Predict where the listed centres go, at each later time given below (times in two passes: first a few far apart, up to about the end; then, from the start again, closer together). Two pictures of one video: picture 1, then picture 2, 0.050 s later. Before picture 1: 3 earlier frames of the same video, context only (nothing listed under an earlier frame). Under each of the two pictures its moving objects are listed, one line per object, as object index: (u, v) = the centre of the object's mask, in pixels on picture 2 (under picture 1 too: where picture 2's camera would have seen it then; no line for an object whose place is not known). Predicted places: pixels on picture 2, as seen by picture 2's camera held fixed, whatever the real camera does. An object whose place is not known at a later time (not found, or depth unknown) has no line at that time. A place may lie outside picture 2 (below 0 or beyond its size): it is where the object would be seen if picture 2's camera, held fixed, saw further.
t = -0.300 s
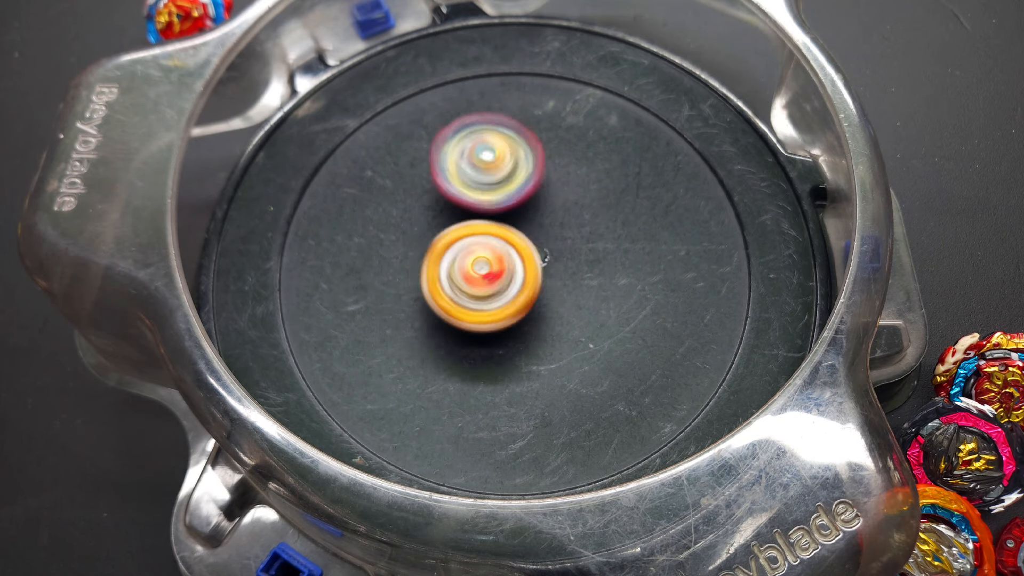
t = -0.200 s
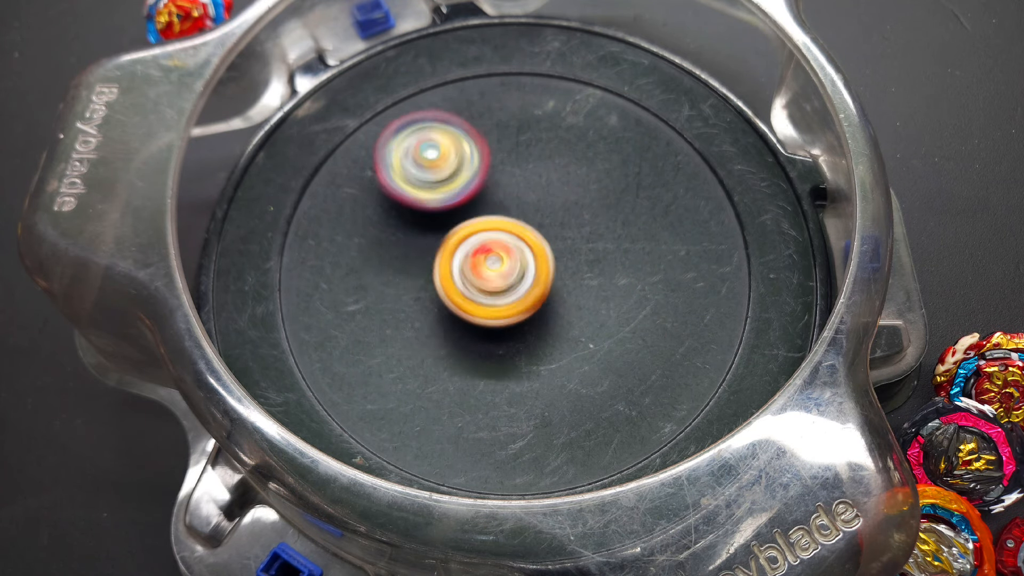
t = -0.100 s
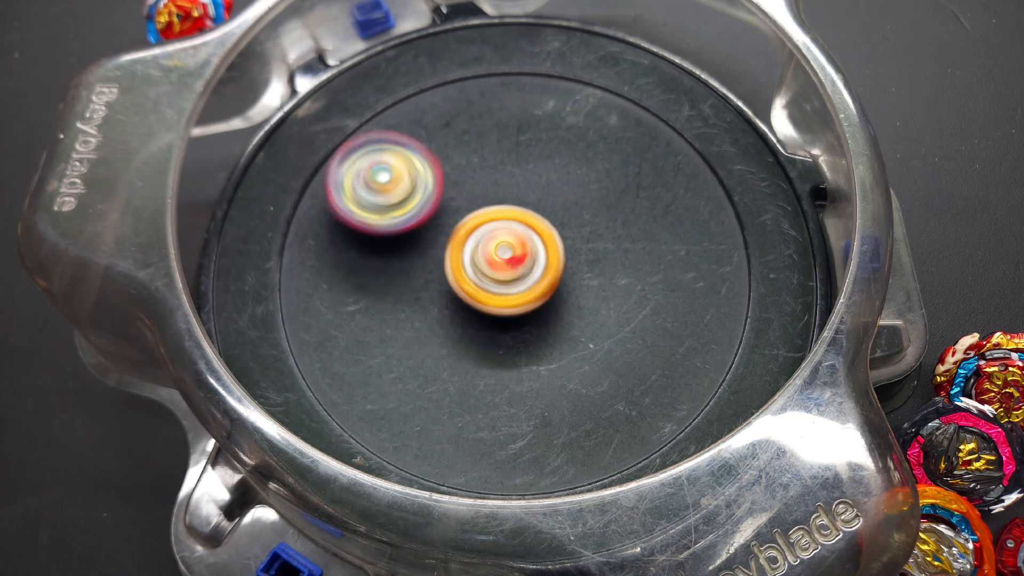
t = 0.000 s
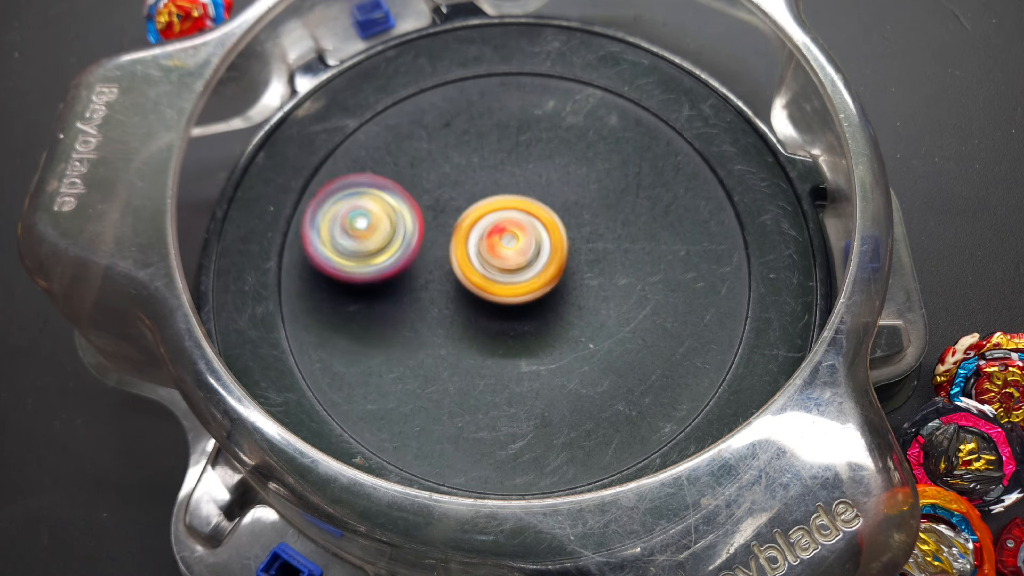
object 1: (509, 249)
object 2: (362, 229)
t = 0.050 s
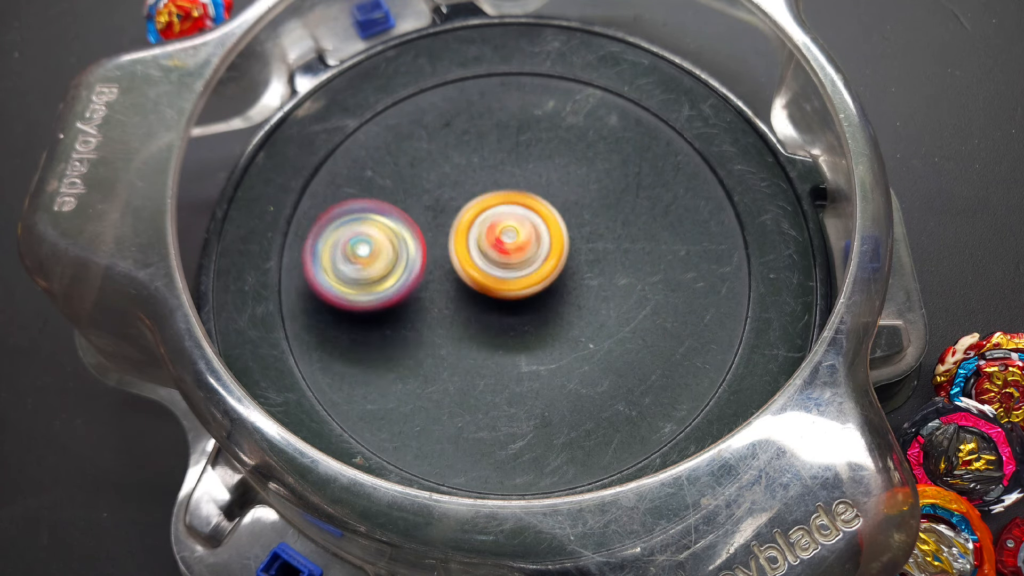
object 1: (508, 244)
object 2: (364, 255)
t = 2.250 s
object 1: (443, 207)
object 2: (674, 403)
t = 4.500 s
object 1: (594, 270)
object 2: (465, 357)
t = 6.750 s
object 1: (486, 368)
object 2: (473, 198)
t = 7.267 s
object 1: (464, 343)
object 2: (582, 219)
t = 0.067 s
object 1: (508, 243)
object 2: (367, 264)
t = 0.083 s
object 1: (508, 241)
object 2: (370, 273)
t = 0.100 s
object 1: (507, 240)
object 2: (375, 281)
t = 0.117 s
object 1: (507, 239)
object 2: (380, 289)
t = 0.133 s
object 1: (506, 238)
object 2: (386, 297)
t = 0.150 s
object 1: (505, 237)
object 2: (393, 304)
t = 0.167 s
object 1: (504, 236)
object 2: (401, 310)
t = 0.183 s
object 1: (503, 236)
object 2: (410, 316)
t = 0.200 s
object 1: (502, 236)
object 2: (419, 322)
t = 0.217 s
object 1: (501, 235)
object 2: (429, 325)
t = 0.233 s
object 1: (501, 235)
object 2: (439, 329)
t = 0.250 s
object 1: (500, 235)
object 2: (449, 332)
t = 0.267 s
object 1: (499, 234)
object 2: (460, 333)
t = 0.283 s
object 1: (499, 234)
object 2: (470, 335)
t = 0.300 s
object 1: (499, 232)
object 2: (479, 340)
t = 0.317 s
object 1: (500, 231)
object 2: (487, 343)
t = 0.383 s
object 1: (502, 230)
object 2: (527, 346)
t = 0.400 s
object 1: (502, 231)
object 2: (538, 345)
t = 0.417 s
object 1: (502, 231)
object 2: (548, 342)
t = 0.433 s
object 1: (502, 233)
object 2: (558, 339)
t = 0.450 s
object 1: (501, 233)
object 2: (568, 335)
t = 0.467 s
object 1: (501, 235)
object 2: (576, 331)
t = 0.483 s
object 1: (501, 236)
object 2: (585, 326)
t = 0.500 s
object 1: (501, 237)
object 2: (593, 319)
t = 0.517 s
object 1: (501, 239)
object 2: (600, 313)
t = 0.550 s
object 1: (500, 242)
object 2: (613, 299)
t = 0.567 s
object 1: (501, 244)
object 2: (618, 293)
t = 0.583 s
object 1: (501, 246)
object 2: (623, 285)
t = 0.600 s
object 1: (502, 247)
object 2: (627, 276)
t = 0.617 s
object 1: (503, 249)
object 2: (629, 269)
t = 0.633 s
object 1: (505, 251)
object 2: (632, 261)
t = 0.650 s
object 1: (506, 253)
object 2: (633, 253)
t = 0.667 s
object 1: (507, 254)
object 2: (633, 245)
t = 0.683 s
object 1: (509, 255)
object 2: (632, 237)
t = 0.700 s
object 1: (510, 257)
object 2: (630, 229)
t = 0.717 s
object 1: (512, 258)
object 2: (628, 222)
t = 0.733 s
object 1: (513, 260)
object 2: (626, 215)
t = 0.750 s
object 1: (511, 262)
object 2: (627, 208)
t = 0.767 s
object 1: (509, 264)
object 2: (628, 200)
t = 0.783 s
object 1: (509, 265)
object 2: (627, 193)
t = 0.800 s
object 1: (508, 266)
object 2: (624, 188)
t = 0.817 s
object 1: (509, 267)
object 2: (621, 183)
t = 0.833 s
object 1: (510, 268)
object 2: (616, 177)
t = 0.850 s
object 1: (511, 269)
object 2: (611, 173)
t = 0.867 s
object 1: (513, 269)
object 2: (606, 168)
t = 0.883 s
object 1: (514, 270)
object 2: (599, 164)
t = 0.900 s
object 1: (516, 270)
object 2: (593, 161)
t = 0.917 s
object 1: (518, 270)
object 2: (585, 158)
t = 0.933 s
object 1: (521, 270)
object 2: (577, 155)
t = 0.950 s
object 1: (523, 270)
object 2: (570, 154)
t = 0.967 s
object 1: (524, 270)
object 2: (562, 152)
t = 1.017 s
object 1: (530, 269)
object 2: (536, 154)
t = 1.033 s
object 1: (531, 268)
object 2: (528, 156)
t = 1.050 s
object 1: (533, 267)
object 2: (520, 158)
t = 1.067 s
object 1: (534, 269)
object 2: (513, 156)
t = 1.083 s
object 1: (536, 272)
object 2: (506, 153)
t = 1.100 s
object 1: (537, 276)
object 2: (497, 150)
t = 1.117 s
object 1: (539, 278)
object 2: (489, 149)
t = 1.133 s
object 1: (540, 279)
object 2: (480, 148)
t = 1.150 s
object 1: (542, 279)
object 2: (473, 149)
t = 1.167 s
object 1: (542, 279)
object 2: (466, 150)
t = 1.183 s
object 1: (543, 278)
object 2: (458, 152)
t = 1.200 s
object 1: (544, 277)
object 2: (450, 155)
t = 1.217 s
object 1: (544, 276)
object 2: (443, 158)
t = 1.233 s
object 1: (544, 275)
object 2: (436, 163)
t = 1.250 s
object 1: (544, 273)
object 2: (431, 168)
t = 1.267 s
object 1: (543, 272)
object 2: (425, 174)
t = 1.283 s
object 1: (543, 270)
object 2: (420, 180)
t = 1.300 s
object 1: (542, 269)
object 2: (417, 187)
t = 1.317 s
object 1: (541, 267)
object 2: (413, 194)
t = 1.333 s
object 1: (540, 266)
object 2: (410, 202)
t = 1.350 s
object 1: (539, 265)
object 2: (409, 209)
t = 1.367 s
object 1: (537, 264)
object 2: (408, 217)
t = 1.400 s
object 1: (534, 263)
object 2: (409, 233)
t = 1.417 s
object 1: (532, 262)
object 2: (410, 241)
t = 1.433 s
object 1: (530, 262)
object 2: (411, 249)
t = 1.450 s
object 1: (535, 262)
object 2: (405, 255)
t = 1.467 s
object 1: (540, 262)
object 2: (399, 260)
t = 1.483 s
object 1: (543, 263)
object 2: (394, 264)
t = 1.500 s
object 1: (545, 263)
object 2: (390, 270)
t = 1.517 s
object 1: (546, 264)
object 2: (389, 276)
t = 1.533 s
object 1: (546, 264)
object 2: (387, 284)
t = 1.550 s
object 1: (546, 263)
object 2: (388, 292)
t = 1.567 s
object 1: (545, 263)
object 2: (389, 299)
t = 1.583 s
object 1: (544, 263)
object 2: (390, 307)
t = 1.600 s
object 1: (543, 263)
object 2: (393, 314)
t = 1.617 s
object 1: (541, 262)
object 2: (396, 321)
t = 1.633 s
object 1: (539, 262)
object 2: (401, 329)
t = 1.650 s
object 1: (538, 262)
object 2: (407, 335)
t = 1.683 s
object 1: (534, 262)
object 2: (419, 345)
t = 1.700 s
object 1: (532, 262)
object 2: (426, 351)
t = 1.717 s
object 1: (530, 262)
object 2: (434, 355)
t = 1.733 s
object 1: (528, 263)
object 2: (442, 357)
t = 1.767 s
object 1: (524, 264)
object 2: (459, 362)
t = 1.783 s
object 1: (522, 264)
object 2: (468, 364)
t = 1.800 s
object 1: (521, 264)
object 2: (478, 364)
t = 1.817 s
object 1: (520, 262)
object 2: (480, 369)
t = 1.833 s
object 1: (521, 260)
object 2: (484, 376)
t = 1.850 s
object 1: (523, 257)
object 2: (488, 379)
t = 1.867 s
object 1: (524, 256)
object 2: (493, 383)
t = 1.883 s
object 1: (523, 255)
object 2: (498, 386)
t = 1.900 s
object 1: (522, 255)
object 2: (504, 389)
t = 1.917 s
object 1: (521, 255)
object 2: (511, 390)
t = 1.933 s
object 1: (519, 256)
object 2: (517, 390)
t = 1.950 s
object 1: (517, 256)
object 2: (525, 391)
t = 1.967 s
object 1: (515, 257)
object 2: (531, 390)
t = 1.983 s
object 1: (512, 259)
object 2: (538, 389)
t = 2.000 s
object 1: (510, 260)
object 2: (544, 385)
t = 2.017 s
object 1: (508, 261)
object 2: (550, 383)
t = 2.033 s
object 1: (506, 263)
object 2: (557, 379)
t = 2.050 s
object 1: (505, 265)
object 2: (561, 374)
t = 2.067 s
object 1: (503, 266)
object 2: (566, 370)
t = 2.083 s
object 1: (502, 268)
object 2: (570, 364)
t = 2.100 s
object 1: (500, 270)
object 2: (575, 358)
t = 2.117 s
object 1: (499, 271)
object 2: (578, 351)
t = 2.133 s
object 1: (494, 264)
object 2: (587, 358)
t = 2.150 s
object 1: (485, 252)
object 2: (603, 371)
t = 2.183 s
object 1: (468, 231)
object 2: (633, 389)
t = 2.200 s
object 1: (460, 223)
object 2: (646, 397)
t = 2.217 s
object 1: (454, 217)
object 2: (657, 400)
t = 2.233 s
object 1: (447, 211)
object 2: (665, 403)
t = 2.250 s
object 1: (443, 207)
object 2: (674, 403)
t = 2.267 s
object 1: (438, 203)
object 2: (679, 403)
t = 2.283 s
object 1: (434, 202)
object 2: (682, 399)
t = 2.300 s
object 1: (430, 201)
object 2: (683, 394)
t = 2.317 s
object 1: (427, 201)
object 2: (684, 389)
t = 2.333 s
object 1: (424, 202)
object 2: (684, 383)
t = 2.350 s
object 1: (421, 203)
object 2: (683, 376)
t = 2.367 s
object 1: (419, 205)
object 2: (681, 370)
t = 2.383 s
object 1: (416, 208)
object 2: (680, 363)
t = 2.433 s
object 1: (410, 217)
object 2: (673, 346)
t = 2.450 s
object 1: (409, 220)
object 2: (671, 342)
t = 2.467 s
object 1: (407, 223)
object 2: (668, 338)
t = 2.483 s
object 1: (406, 227)
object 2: (667, 335)
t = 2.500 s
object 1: (405, 231)
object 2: (663, 331)
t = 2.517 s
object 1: (405, 235)
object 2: (661, 329)
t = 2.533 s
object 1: (406, 239)
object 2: (657, 326)
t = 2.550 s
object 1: (406, 243)
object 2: (654, 326)
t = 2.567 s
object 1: (408, 247)
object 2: (651, 323)
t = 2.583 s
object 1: (409, 251)
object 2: (647, 323)
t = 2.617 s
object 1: (414, 258)
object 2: (638, 321)
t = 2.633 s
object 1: (417, 262)
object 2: (633, 318)
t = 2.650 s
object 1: (420, 265)
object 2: (627, 317)
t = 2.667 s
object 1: (424, 268)
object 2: (623, 315)
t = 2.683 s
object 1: (428, 271)
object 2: (616, 313)
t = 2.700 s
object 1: (432, 273)
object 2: (610, 310)
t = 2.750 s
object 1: (446, 278)
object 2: (590, 303)
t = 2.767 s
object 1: (450, 279)
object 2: (585, 301)
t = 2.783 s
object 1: (456, 280)
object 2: (577, 299)
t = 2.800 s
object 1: (441, 270)
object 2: (594, 306)
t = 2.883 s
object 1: (358, 218)
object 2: (697, 342)
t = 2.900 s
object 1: (348, 209)
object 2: (708, 346)
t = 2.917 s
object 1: (339, 203)
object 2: (720, 348)
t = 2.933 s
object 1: (332, 198)
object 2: (729, 348)
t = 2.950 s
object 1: (327, 195)
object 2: (731, 346)
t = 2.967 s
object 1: (322, 193)
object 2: (728, 341)
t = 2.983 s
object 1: (319, 192)
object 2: (724, 336)
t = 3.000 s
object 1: (317, 193)
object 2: (720, 329)
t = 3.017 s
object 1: (316, 195)
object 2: (715, 323)
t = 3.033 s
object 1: (315, 197)
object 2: (711, 318)
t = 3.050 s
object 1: (314, 200)
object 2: (706, 313)
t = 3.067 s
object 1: (314, 203)
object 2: (701, 309)
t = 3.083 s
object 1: (314, 206)
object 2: (697, 305)
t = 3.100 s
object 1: (315, 209)
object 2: (692, 302)
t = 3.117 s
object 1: (317, 212)
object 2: (688, 299)
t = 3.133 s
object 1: (319, 216)
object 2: (684, 298)
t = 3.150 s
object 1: (321, 219)
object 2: (679, 296)
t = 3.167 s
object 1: (323, 222)
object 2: (674, 296)
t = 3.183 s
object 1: (327, 225)
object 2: (670, 295)
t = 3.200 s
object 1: (330, 228)
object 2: (665, 295)
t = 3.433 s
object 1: (416, 250)
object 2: (576, 281)
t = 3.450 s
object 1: (423, 250)
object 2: (569, 280)
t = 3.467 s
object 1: (430, 250)
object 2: (562, 279)
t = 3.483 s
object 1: (436, 250)
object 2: (555, 278)
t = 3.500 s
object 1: (438, 247)
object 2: (554, 281)
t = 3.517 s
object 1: (438, 241)
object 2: (558, 285)
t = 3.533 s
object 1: (438, 236)
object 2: (559, 287)
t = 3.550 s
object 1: (440, 231)
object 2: (560, 290)
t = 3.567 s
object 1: (442, 227)
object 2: (560, 291)
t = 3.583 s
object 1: (446, 223)
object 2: (558, 292)
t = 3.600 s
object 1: (450, 220)
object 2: (556, 294)
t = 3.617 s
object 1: (454, 218)
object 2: (552, 295)
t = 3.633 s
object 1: (458, 217)
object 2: (550, 296)
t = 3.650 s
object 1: (463, 216)
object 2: (546, 297)
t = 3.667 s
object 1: (467, 216)
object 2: (543, 298)
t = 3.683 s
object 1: (472, 214)
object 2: (539, 300)
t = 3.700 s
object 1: (474, 207)
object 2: (538, 312)
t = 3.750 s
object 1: (475, 181)
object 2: (549, 353)
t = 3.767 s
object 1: (475, 174)
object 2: (552, 363)
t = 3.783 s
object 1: (475, 169)
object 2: (553, 372)
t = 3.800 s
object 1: (476, 167)
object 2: (555, 377)
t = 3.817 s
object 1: (478, 165)
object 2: (556, 383)
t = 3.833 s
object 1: (478, 163)
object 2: (557, 387)
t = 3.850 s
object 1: (480, 162)
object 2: (558, 390)
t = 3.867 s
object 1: (482, 163)
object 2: (559, 395)
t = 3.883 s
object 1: (484, 163)
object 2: (559, 399)
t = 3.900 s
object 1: (486, 164)
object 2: (560, 402)
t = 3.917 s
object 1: (488, 166)
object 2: (559, 407)
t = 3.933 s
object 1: (491, 167)
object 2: (559, 410)
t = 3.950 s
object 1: (493, 169)
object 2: (559, 414)
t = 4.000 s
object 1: (500, 177)
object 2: (557, 425)
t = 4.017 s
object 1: (502, 181)
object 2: (555, 428)
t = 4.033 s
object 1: (505, 183)
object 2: (554, 430)
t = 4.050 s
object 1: (507, 187)
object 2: (552, 432)
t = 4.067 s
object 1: (509, 190)
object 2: (550, 434)
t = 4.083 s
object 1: (513, 194)
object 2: (549, 435)
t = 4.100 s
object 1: (515, 198)
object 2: (547, 437)
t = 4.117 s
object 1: (518, 201)
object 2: (545, 437)
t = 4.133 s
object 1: (520, 205)
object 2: (544, 437)
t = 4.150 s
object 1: (523, 209)
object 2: (541, 437)
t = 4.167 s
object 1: (526, 212)
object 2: (539, 437)
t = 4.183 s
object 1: (528, 216)
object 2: (538, 436)
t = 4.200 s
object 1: (531, 220)
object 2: (535, 434)
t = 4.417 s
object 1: (567, 265)
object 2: (505, 374)
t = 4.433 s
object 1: (569, 269)
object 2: (502, 368)
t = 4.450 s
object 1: (572, 271)
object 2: (501, 363)
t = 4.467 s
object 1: (574, 273)
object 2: (498, 358)
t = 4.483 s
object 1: (580, 274)
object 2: (485, 355)
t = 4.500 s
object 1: (594, 270)
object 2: (465, 357)
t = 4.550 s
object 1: (623, 263)
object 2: (416, 356)
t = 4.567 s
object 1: (631, 263)
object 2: (405, 355)
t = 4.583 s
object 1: (637, 263)
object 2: (394, 353)
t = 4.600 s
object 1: (641, 264)
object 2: (386, 350)
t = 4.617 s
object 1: (645, 265)
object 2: (380, 348)
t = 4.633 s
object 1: (647, 267)
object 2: (375, 346)
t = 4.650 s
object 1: (650, 269)
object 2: (372, 343)
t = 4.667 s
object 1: (651, 271)
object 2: (370, 341)
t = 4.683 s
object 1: (651, 274)
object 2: (368, 340)
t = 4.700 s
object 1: (650, 276)
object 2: (365, 335)
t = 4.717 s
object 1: (648, 277)
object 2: (363, 332)
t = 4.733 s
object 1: (646, 279)
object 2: (362, 329)
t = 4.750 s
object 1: (643, 281)
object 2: (361, 326)
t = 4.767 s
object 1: (641, 282)
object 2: (360, 323)
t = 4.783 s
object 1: (637, 284)
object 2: (360, 319)
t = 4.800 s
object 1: (633, 286)
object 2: (359, 315)
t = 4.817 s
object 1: (630, 287)
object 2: (359, 311)
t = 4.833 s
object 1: (625, 288)
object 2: (360, 308)
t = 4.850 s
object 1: (621, 290)
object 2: (361, 304)
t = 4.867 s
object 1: (617, 290)
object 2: (362, 300)
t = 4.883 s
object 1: (611, 292)
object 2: (364, 295)
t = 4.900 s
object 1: (606, 292)
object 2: (367, 291)
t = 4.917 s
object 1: (602, 293)
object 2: (369, 288)
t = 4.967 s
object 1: (586, 294)
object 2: (377, 277)
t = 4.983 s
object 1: (579, 294)
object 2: (381, 273)
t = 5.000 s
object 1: (574, 295)
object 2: (386, 270)
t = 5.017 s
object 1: (569, 295)
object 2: (390, 268)
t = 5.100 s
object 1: (540, 295)
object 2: (413, 255)
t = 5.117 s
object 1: (536, 294)
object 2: (417, 254)
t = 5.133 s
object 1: (529, 294)
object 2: (422, 251)
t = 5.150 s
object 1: (529, 299)
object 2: (424, 240)
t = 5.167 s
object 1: (530, 305)
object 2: (426, 228)
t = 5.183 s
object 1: (530, 309)
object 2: (427, 217)
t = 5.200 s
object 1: (530, 313)
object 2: (430, 209)
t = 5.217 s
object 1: (527, 314)
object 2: (431, 202)
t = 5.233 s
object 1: (524, 316)
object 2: (438, 191)
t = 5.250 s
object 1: (522, 317)
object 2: (442, 182)
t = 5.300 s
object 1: (514, 318)
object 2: (459, 156)
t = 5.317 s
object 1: (511, 318)
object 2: (465, 147)
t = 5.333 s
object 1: (508, 319)
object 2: (471, 141)
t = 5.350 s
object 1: (506, 317)
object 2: (474, 133)
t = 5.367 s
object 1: (503, 317)
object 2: (479, 126)
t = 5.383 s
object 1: (500, 317)
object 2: (482, 119)
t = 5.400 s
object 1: (497, 315)
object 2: (485, 114)
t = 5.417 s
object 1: (494, 315)
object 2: (486, 107)
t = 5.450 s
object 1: (488, 312)
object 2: (488, 98)
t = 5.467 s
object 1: (486, 311)
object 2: (488, 94)
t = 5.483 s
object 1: (484, 309)
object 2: (489, 92)
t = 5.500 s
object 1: (480, 308)
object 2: (489, 89)
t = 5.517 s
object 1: (479, 307)
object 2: (489, 87)
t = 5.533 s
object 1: (475, 304)
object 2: (490, 87)
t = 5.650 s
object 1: (461, 291)
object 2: (486, 86)
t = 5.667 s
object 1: (458, 289)
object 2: (485, 86)
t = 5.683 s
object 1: (456, 287)
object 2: (485, 85)
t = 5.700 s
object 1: (455, 284)
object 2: (486, 85)
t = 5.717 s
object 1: (453, 283)
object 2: (487, 85)
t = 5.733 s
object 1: (452, 280)
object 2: (488, 85)
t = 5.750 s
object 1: (450, 277)
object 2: (488, 85)
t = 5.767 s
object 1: (449, 275)
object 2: (490, 85)
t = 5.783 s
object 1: (448, 272)
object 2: (492, 85)
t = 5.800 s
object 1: (447, 270)
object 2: (493, 87)
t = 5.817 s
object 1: (446, 268)
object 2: (495, 88)
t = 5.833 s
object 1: (445, 265)
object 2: (495, 90)
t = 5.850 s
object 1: (445, 263)
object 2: (496, 92)
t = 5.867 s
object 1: (445, 260)
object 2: (496, 93)
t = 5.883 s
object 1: (444, 258)
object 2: (497, 95)
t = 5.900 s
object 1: (444, 255)
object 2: (497, 97)
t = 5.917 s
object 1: (445, 253)
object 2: (497, 99)
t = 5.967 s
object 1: (446, 246)
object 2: (495, 106)
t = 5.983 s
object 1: (447, 244)
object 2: (494, 108)
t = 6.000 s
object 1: (447, 241)
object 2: (493, 111)
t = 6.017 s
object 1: (448, 239)
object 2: (491, 113)
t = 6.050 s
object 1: (450, 235)
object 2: (489, 120)
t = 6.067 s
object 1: (452, 233)
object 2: (488, 124)
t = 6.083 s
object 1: (453, 232)
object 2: (486, 129)
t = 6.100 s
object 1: (452, 234)
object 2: (488, 130)
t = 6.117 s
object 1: (449, 241)
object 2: (492, 125)
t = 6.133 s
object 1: (447, 247)
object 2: (496, 122)
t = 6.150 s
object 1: (445, 252)
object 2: (500, 122)
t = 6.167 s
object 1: (444, 256)
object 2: (502, 122)
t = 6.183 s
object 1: (445, 260)
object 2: (504, 125)
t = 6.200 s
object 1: (445, 263)
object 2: (503, 128)
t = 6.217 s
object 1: (447, 265)
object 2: (501, 132)
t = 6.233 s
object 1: (449, 266)
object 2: (499, 137)
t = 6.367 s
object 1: (472, 273)
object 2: (482, 165)
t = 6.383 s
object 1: (475, 274)
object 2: (481, 169)
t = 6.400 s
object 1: (478, 276)
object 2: (479, 171)
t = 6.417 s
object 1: (475, 287)
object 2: (480, 164)
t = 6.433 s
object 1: (475, 297)
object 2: (483, 156)
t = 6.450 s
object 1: (473, 308)
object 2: (485, 149)
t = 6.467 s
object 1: (472, 315)
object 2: (487, 145)
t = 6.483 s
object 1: (472, 322)
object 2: (491, 144)
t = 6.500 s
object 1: (472, 328)
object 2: (492, 145)
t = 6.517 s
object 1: (471, 332)
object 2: (494, 145)
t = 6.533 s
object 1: (473, 335)
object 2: (495, 147)
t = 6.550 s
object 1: (474, 338)
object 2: (496, 151)
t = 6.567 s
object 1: (476, 341)
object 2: (495, 155)
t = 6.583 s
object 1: (477, 344)
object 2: (493, 159)
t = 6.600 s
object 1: (479, 347)
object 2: (490, 163)
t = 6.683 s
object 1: (483, 360)
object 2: (476, 181)
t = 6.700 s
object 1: (484, 363)
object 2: (473, 185)
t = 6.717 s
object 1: (484, 365)
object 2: (473, 188)
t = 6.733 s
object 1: (486, 366)
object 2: (473, 193)
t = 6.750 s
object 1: (486, 368)
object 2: (473, 198)
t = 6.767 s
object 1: (487, 369)
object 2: (473, 203)
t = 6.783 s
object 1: (486, 370)
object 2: (475, 208)
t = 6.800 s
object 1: (487, 371)
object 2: (477, 214)
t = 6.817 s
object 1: (487, 371)
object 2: (479, 220)
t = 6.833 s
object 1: (488, 371)
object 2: (482, 225)
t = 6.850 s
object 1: (487, 371)
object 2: (486, 232)
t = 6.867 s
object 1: (488, 371)
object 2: (490, 239)
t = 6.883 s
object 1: (487, 370)
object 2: (495, 245)
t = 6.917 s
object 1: (487, 369)
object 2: (507, 254)
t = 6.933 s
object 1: (487, 368)
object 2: (514, 258)
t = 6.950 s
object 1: (486, 366)
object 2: (521, 261)
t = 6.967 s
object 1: (486, 366)
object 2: (528, 264)
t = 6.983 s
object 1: (480, 368)
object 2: (537, 262)
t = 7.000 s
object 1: (478, 370)
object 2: (547, 258)
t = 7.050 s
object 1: (469, 371)
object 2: (570, 253)
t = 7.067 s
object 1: (468, 370)
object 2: (576, 250)
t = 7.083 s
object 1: (467, 370)
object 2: (581, 248)
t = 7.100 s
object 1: (467, 368)
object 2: (586, 245)
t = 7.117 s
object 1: (465, 367)
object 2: (590, 242)
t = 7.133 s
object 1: (464, 364)
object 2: (592, 238)
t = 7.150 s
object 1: (464, 363)
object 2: (592, 235)
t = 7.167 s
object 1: (464, 360)
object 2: (593, 232)
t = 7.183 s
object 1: (464, 358)
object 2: (592, 229)
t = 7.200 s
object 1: (462, 355)
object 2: (590, 227)
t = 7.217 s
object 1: (463, 352)
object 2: (589, 225)
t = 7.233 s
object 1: (463, 349)
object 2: (587, 223)
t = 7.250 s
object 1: (464, 346)
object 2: (585, 221)
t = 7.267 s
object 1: (464, 343)
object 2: (582, 219)
